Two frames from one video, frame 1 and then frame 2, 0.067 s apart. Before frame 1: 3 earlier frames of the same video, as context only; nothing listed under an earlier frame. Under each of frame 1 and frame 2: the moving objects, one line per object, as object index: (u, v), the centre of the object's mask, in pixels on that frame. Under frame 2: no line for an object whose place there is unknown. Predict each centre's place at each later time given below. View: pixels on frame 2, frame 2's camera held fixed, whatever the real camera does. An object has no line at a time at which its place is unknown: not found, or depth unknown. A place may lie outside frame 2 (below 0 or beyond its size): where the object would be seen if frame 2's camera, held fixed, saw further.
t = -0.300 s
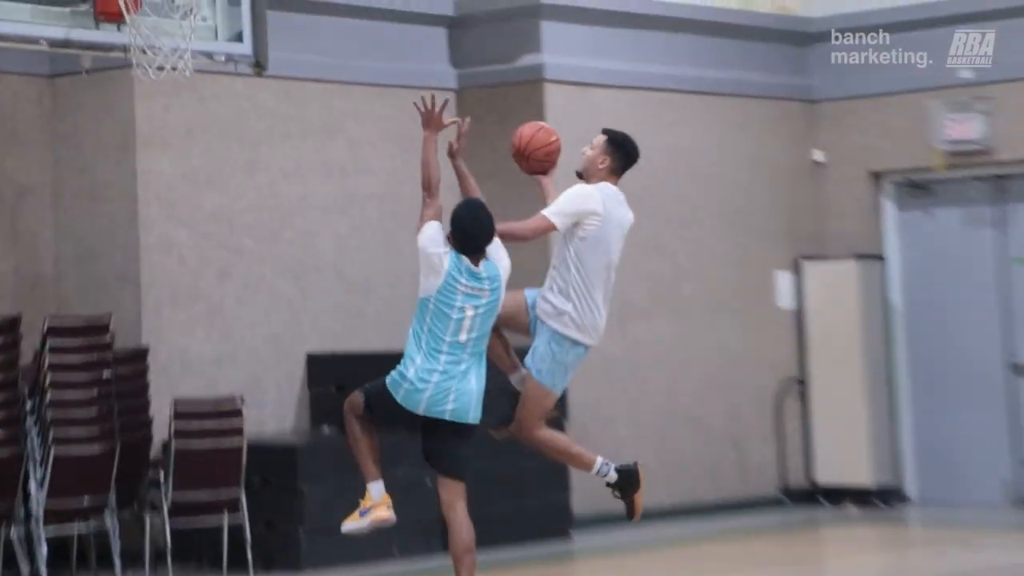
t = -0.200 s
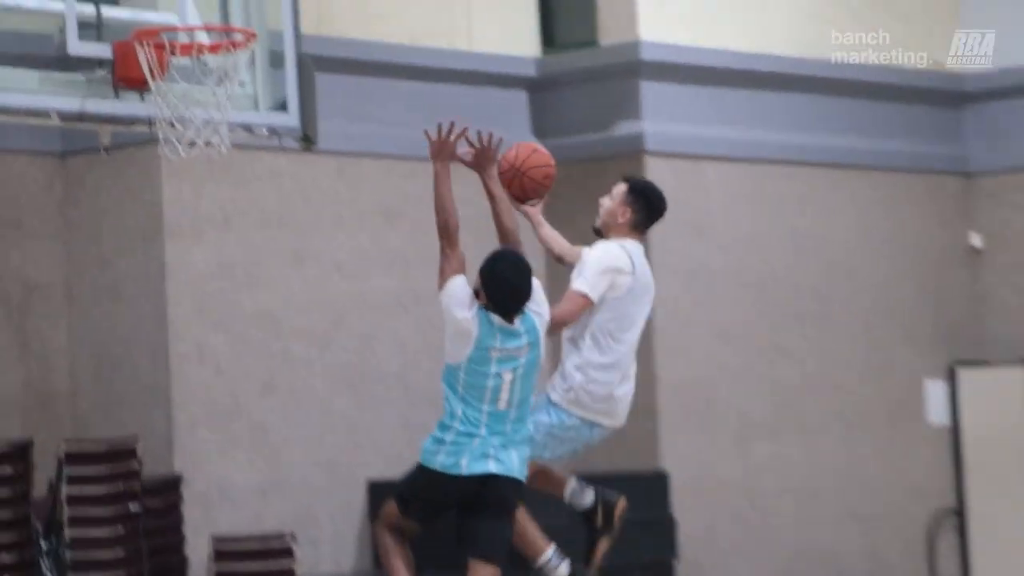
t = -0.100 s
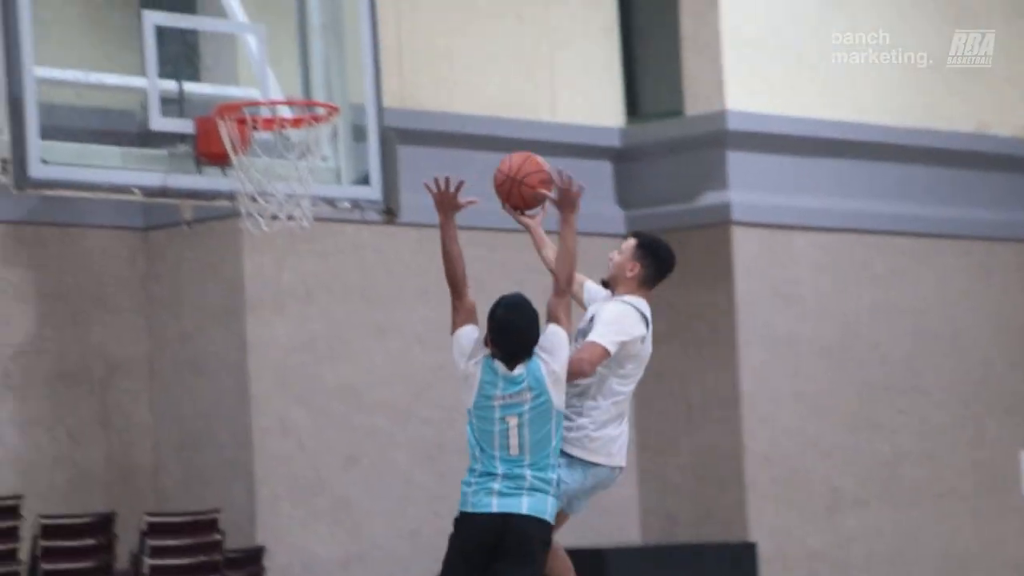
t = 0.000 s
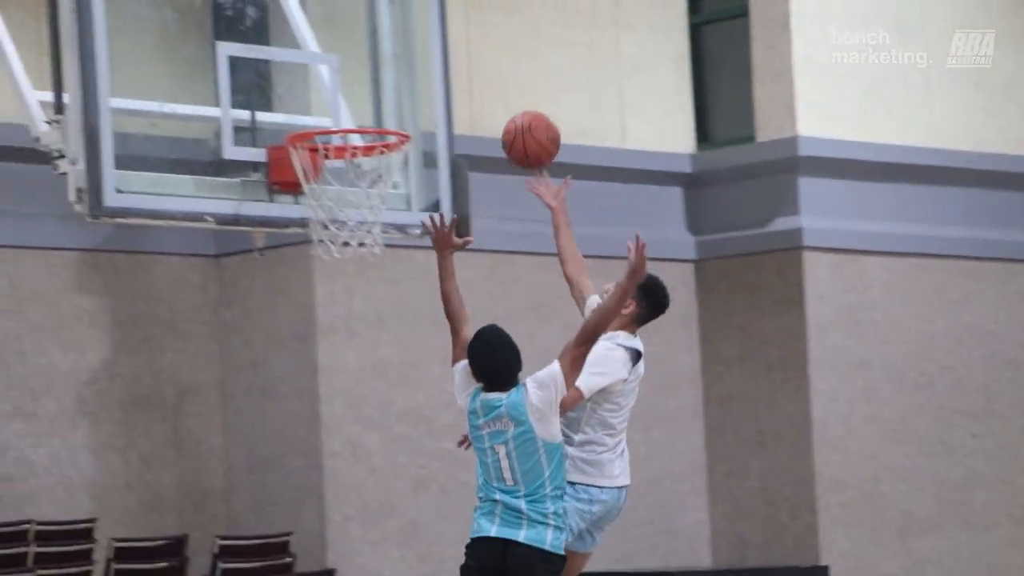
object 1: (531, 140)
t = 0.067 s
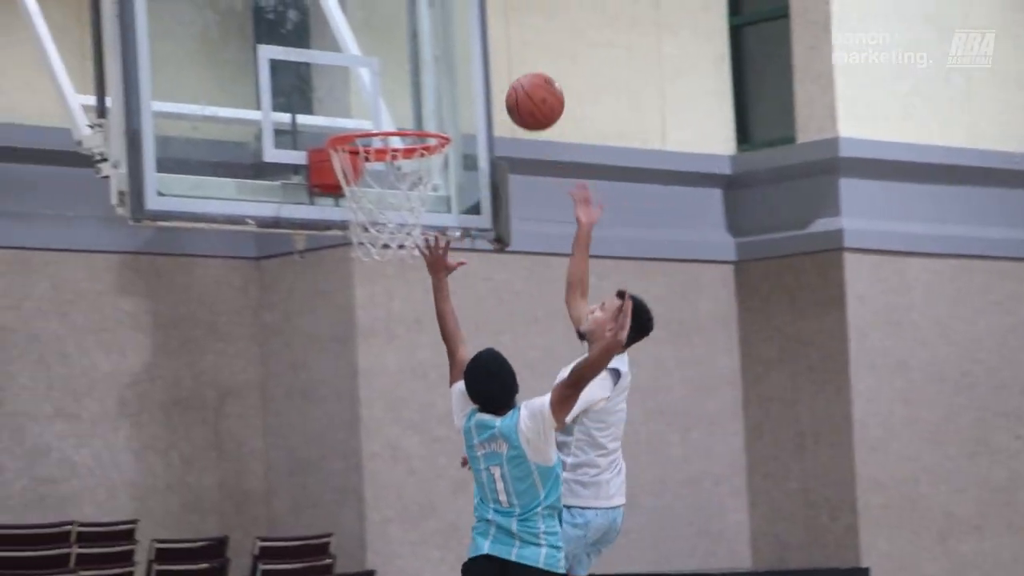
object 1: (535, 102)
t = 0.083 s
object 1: (526, 93)
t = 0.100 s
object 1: (517, 86)
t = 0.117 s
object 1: (507, 79)
